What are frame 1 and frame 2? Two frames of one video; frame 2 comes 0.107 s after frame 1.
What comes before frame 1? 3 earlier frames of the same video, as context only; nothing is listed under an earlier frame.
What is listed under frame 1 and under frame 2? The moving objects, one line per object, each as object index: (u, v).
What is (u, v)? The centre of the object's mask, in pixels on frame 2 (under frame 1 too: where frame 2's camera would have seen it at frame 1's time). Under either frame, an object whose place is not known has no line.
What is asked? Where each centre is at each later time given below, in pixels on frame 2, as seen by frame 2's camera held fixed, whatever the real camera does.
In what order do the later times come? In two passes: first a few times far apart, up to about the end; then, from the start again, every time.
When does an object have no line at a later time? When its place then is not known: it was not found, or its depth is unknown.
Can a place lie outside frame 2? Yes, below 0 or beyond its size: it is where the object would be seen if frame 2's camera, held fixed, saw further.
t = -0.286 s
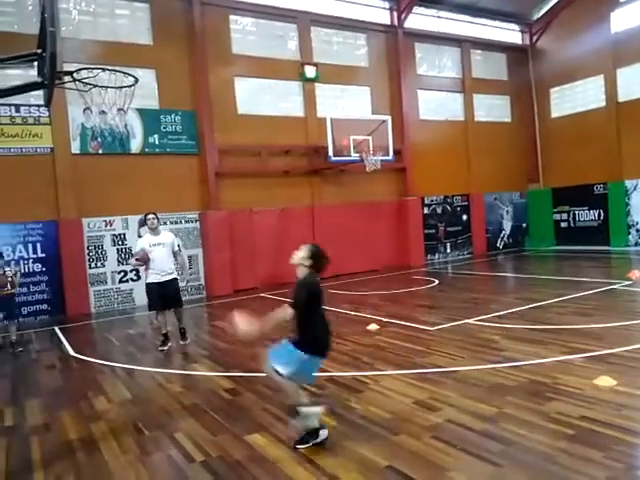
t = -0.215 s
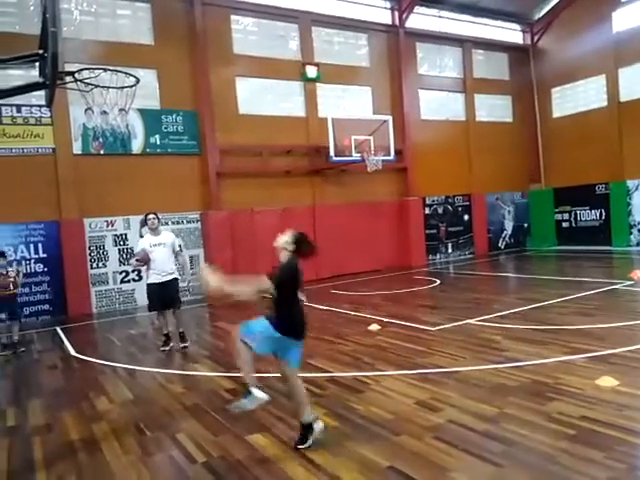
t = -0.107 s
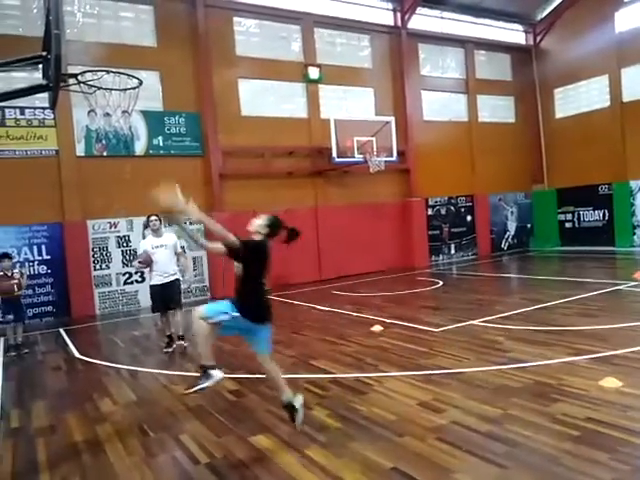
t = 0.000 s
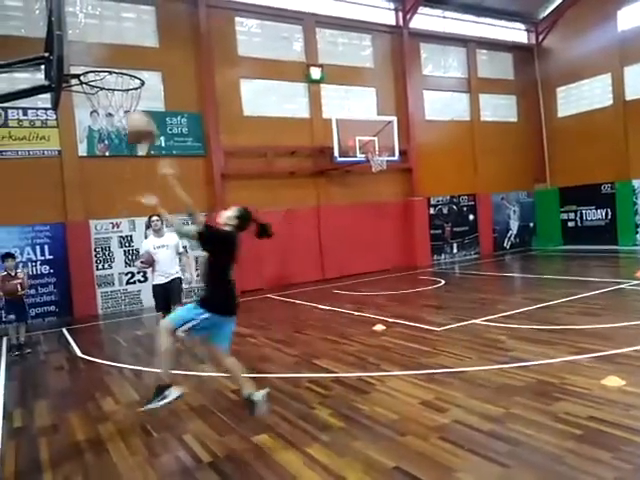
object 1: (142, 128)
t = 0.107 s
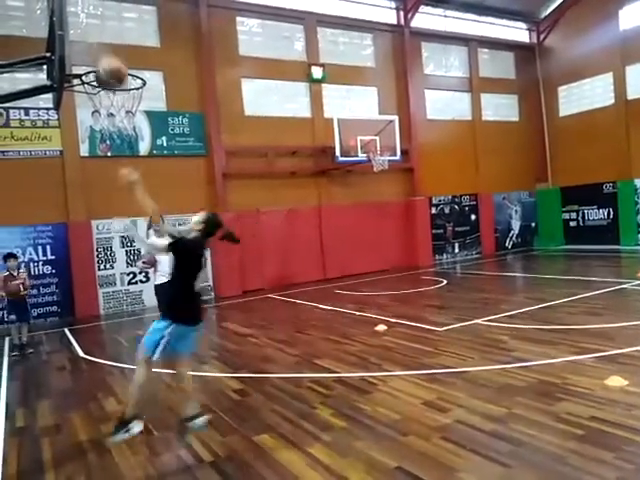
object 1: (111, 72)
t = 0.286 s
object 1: (84, 30)
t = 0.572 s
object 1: (113, 75)
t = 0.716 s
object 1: (120, 137)
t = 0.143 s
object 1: (101, 59)
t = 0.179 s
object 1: (92, 48)
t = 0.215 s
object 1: (84, 37)
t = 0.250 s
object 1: (82, 31)
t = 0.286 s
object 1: (84, 30)
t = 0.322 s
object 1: (87, 29)
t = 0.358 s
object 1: (91, 30)
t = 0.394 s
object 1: (94, 34)
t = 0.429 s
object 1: (98, 39)
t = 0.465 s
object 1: (101, 46)
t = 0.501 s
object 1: (105, 54)
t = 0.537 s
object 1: (109, 61)
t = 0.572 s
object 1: (113, 75)
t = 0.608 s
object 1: (118, 88)
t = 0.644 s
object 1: (117, 97)
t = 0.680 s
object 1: (119, 110)
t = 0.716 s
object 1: (120, 137)
